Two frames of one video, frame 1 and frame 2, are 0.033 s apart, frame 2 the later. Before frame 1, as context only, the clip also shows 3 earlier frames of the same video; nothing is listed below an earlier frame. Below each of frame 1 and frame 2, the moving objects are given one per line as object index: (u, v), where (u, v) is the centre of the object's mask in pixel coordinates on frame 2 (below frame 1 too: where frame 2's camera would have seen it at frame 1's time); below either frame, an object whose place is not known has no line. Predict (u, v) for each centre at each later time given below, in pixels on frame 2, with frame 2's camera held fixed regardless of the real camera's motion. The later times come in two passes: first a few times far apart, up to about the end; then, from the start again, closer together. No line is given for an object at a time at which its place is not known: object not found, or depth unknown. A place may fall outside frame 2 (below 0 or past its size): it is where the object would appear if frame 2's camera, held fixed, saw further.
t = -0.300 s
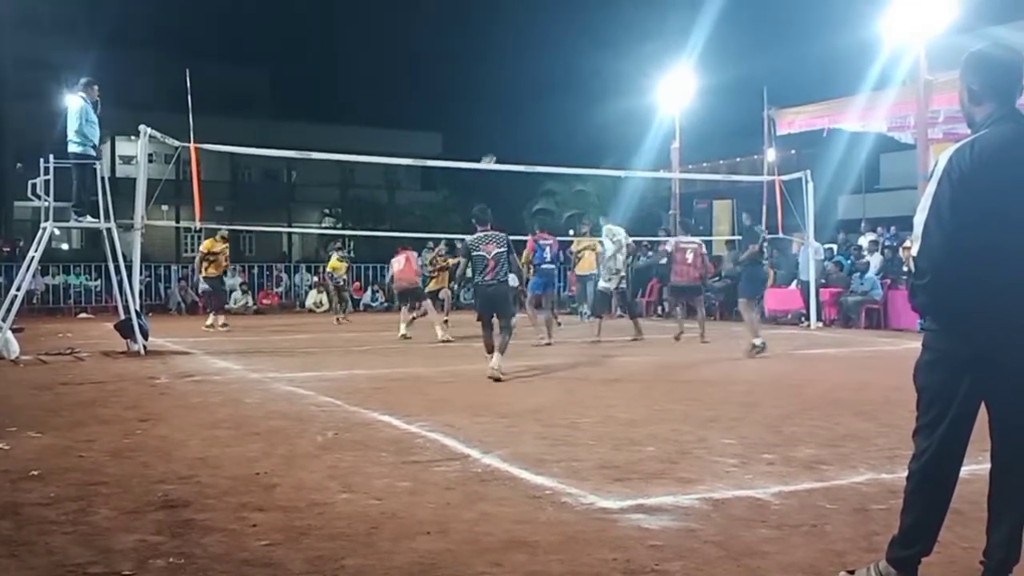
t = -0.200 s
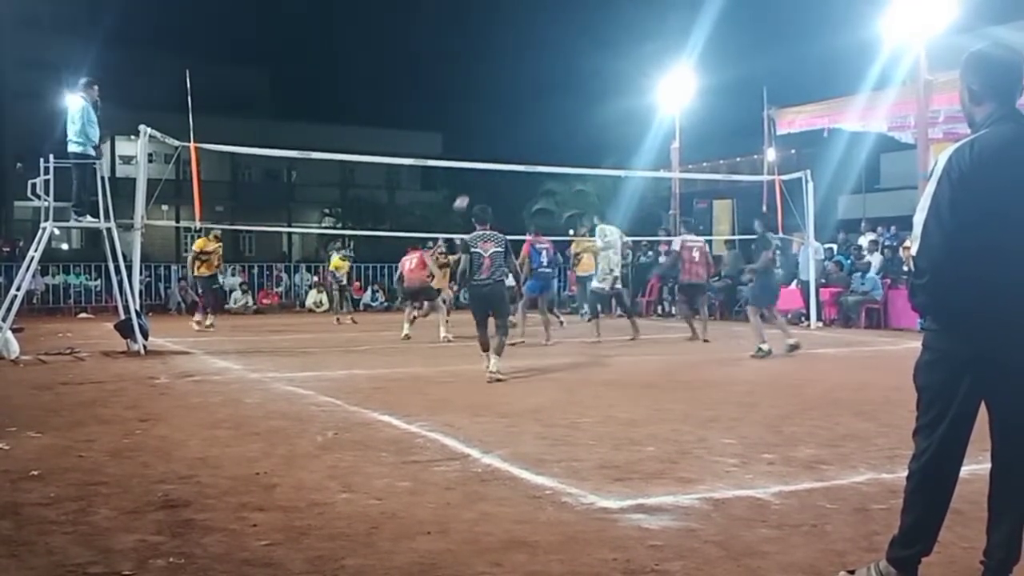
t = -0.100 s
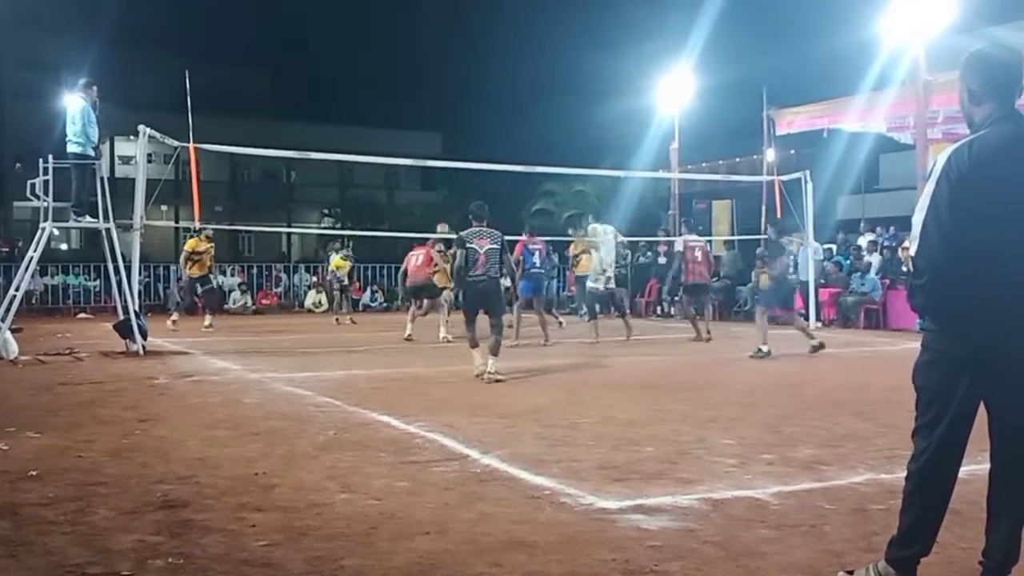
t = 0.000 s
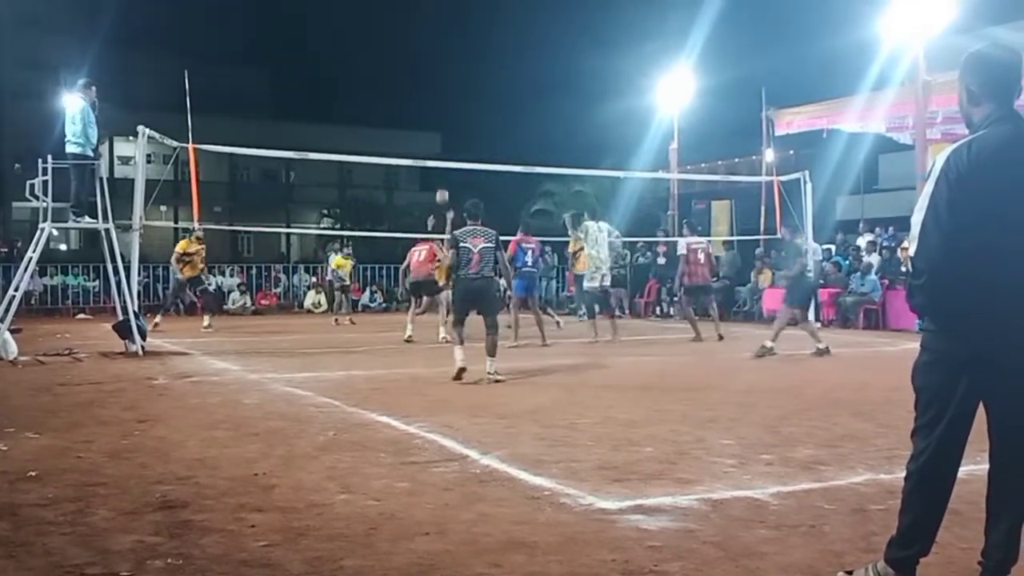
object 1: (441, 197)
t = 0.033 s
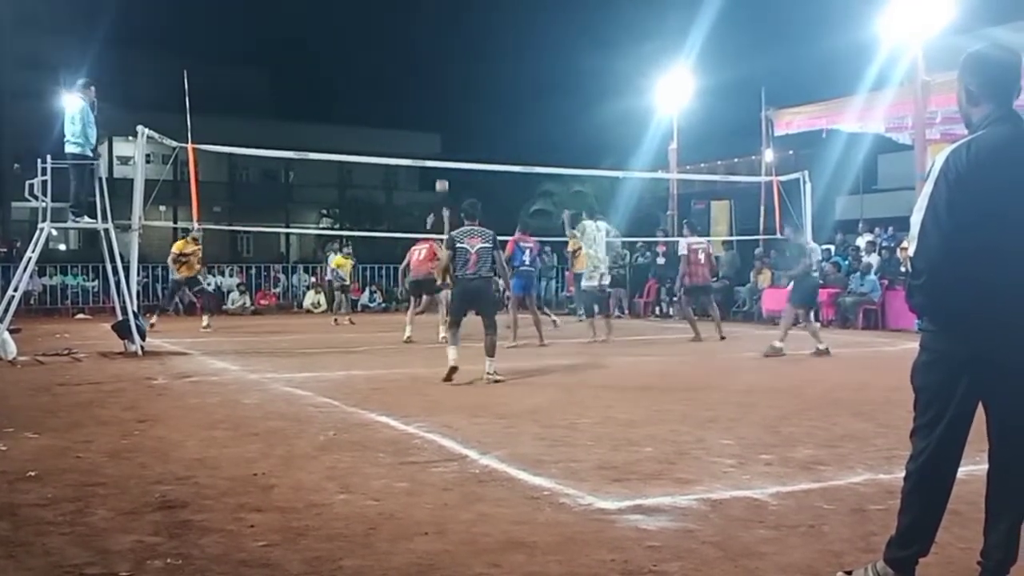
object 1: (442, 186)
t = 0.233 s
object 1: (443, 137)
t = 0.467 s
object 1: (445, 108)
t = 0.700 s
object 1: (447, 110)
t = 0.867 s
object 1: (448, 133)
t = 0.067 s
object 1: (442, 177)
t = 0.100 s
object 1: (441, 170)
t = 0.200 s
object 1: (443, 144)
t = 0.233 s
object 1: (443, 137)
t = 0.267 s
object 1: (443, 130)
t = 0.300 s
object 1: (443, 125)
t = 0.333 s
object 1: (444, 120)
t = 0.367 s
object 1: (444, 116)
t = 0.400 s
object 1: (445, 112)
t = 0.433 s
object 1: (445, 110)
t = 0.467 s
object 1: (445, 108)
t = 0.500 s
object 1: (445, 107)
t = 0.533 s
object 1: (445, 106)
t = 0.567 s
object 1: (445, 106)
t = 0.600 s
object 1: (446, 107)
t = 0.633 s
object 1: (446, 108)
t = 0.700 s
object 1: (447, 110)
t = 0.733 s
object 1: (447, 113)
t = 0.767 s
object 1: (447, 117)
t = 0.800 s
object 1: (447, 122)
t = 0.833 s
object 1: (448, 127)
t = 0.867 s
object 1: (448, 133)
